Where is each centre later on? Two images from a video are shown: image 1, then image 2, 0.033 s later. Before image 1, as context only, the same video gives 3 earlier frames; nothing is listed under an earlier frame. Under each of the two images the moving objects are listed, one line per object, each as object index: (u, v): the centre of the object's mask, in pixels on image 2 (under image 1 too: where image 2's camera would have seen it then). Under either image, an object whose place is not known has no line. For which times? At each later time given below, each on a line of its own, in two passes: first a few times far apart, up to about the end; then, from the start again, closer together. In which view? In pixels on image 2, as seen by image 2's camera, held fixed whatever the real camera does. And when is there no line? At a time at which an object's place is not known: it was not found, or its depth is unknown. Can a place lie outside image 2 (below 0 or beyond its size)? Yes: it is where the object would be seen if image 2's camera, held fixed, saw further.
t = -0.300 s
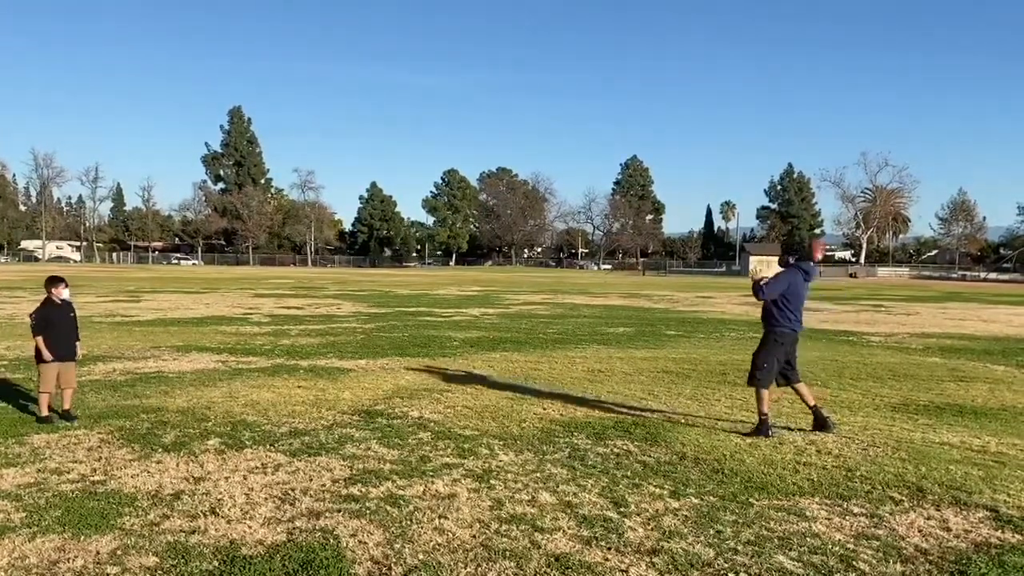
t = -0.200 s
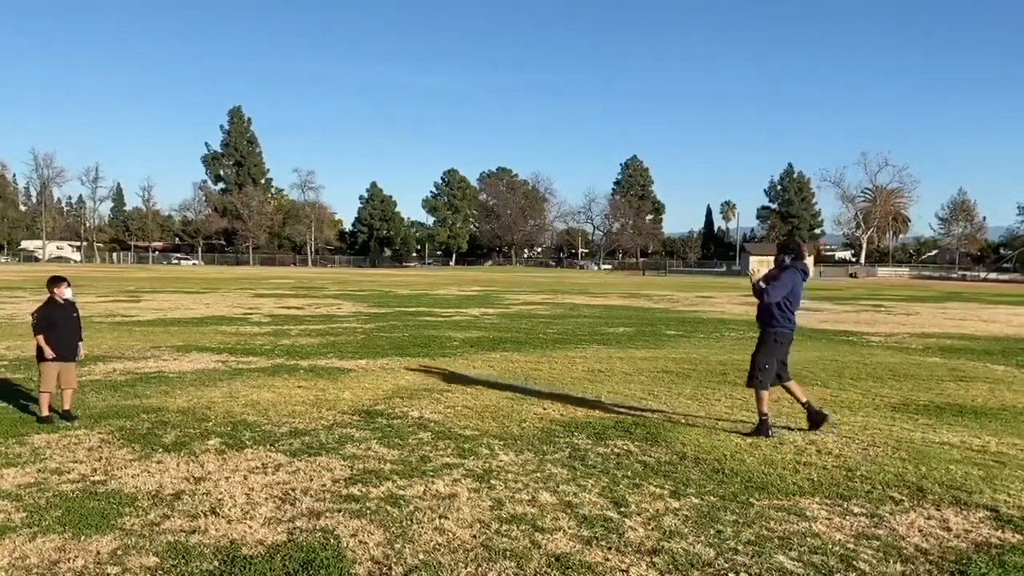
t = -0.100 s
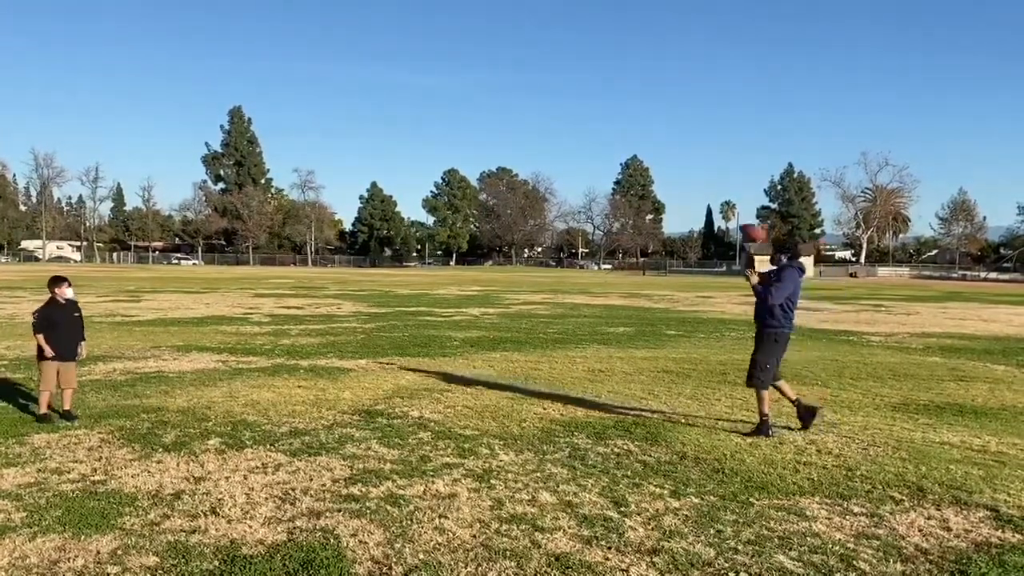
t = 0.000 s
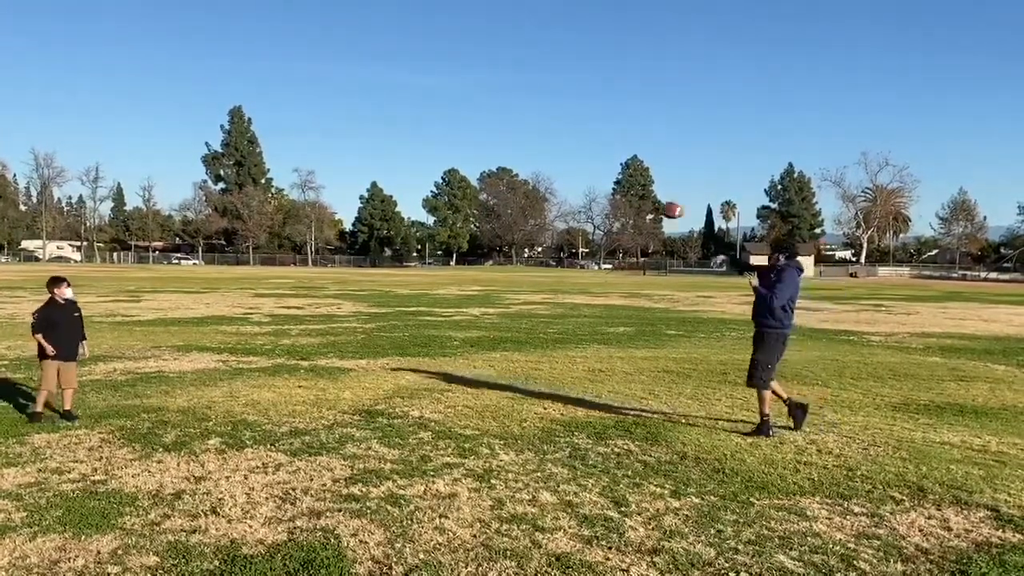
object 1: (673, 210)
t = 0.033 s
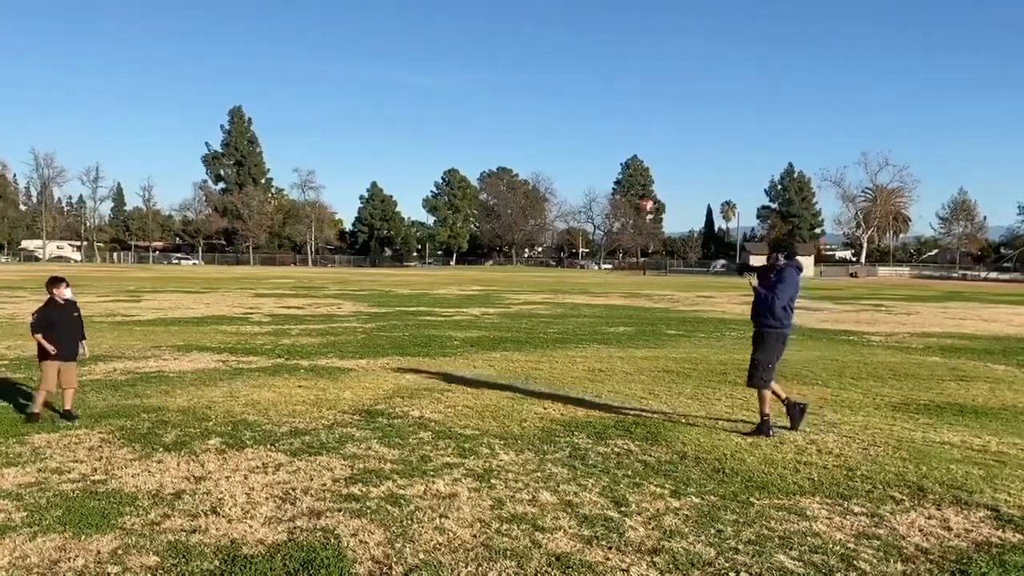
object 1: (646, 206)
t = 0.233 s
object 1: (476, 198)
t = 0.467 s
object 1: (275, 243)
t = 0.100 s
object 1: (587, 199)
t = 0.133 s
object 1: (559, 197)
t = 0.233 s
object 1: (476, 198)
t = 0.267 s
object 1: (449, 201)
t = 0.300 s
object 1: (419, 206)
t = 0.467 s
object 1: (275, 243)
